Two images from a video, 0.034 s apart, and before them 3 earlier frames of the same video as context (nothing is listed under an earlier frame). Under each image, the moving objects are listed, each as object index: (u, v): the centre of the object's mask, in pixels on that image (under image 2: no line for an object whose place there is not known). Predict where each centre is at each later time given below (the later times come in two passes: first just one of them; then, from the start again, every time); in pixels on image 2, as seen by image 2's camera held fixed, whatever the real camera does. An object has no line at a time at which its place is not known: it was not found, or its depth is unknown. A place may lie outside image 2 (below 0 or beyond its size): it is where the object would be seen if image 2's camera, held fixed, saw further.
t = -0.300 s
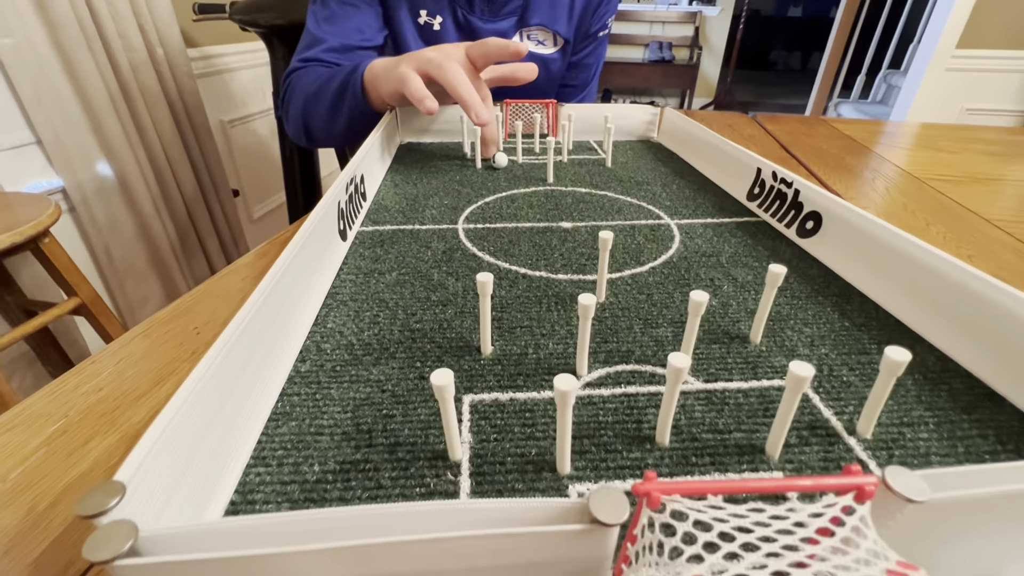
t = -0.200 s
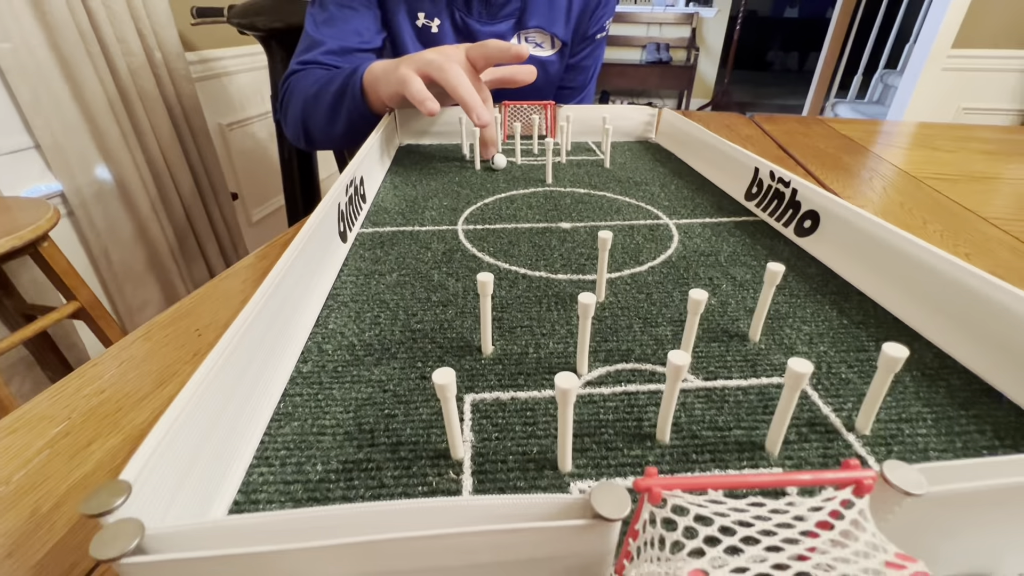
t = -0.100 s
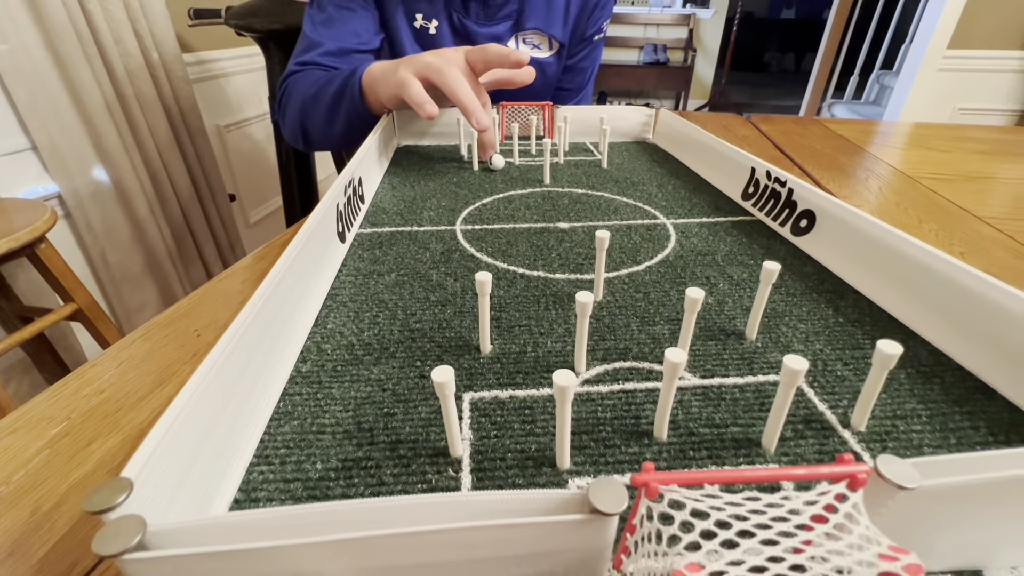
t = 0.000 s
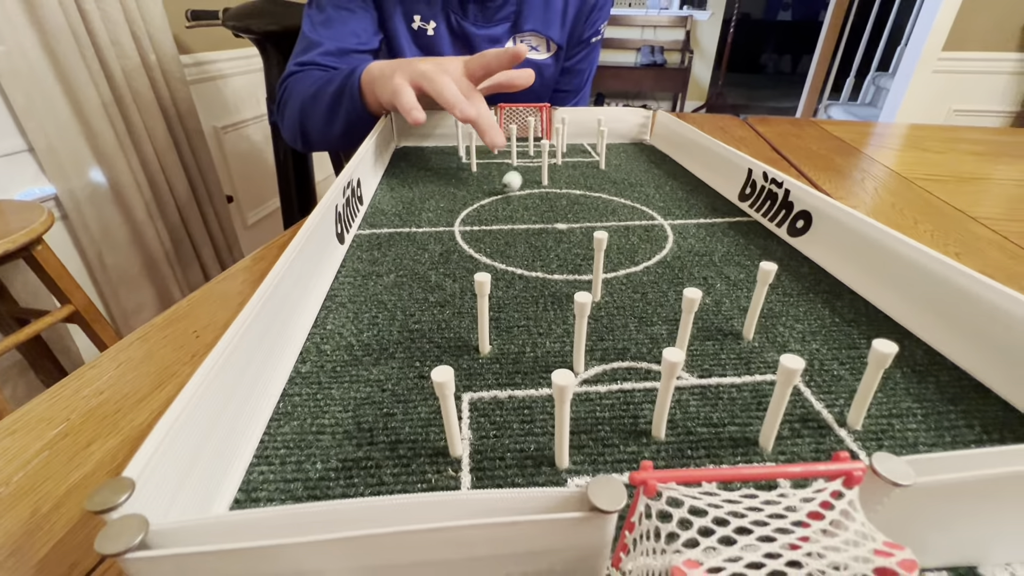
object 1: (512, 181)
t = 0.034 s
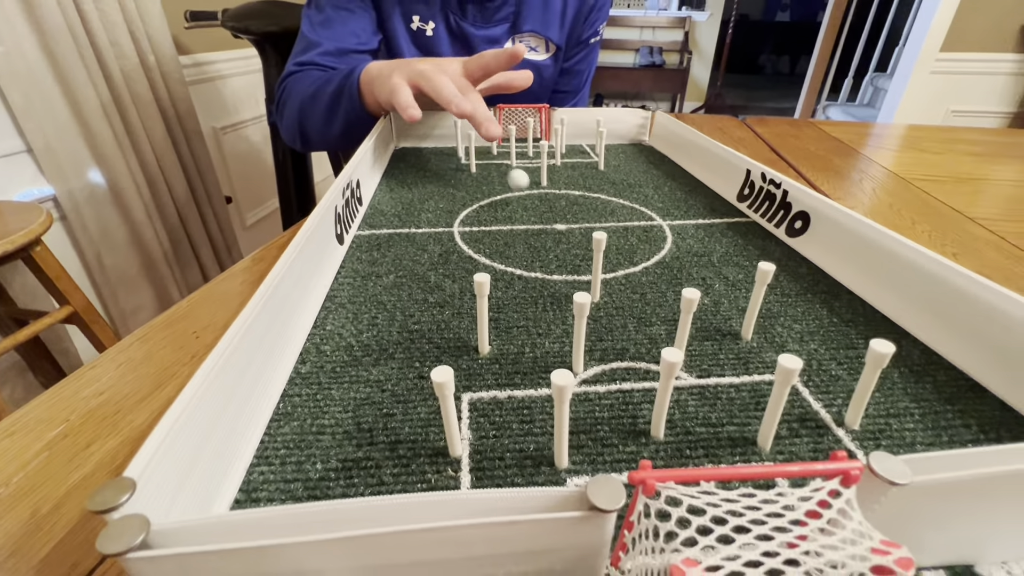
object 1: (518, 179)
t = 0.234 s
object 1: (564, 280)
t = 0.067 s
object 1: (526, 190)
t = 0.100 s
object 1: (534, 216)
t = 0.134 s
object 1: (542, 226)
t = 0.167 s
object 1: (549, 243)
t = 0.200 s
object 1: (557, 261)
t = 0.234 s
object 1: (564, 280)
